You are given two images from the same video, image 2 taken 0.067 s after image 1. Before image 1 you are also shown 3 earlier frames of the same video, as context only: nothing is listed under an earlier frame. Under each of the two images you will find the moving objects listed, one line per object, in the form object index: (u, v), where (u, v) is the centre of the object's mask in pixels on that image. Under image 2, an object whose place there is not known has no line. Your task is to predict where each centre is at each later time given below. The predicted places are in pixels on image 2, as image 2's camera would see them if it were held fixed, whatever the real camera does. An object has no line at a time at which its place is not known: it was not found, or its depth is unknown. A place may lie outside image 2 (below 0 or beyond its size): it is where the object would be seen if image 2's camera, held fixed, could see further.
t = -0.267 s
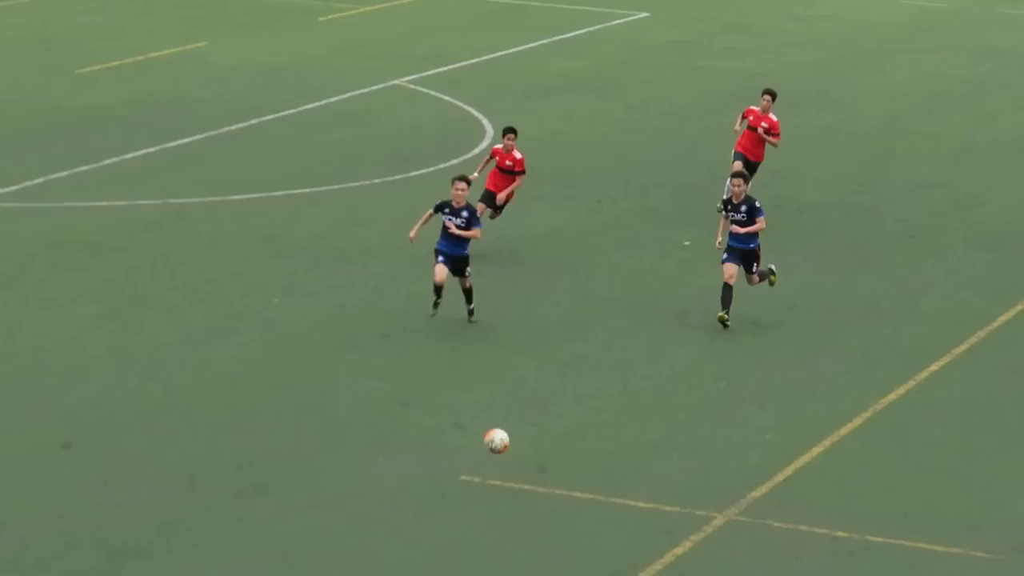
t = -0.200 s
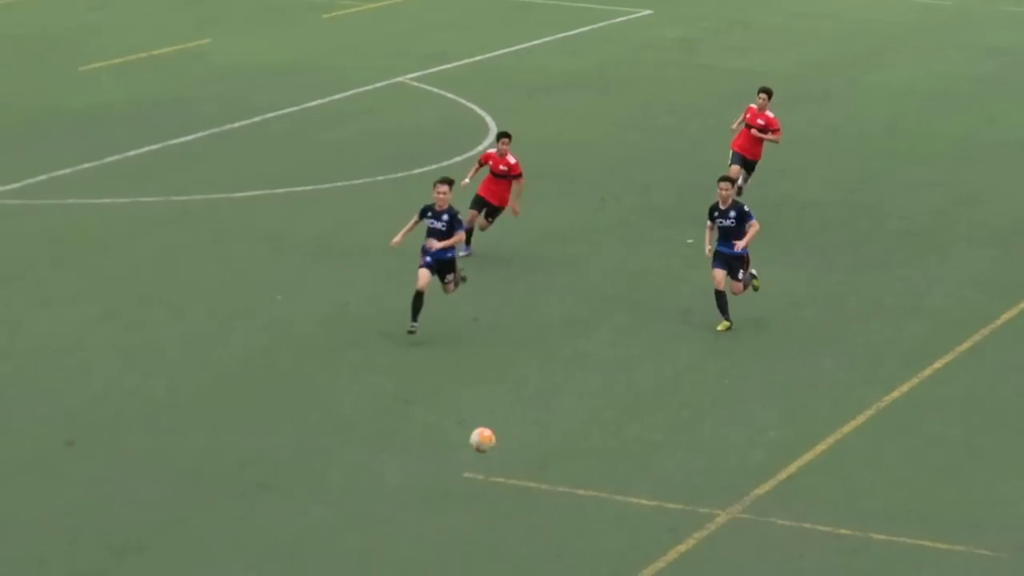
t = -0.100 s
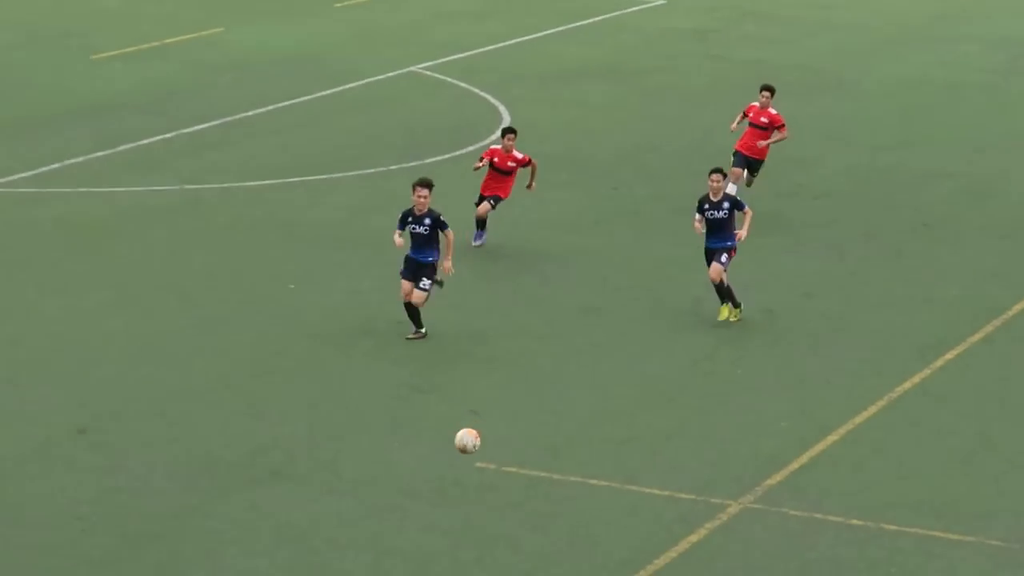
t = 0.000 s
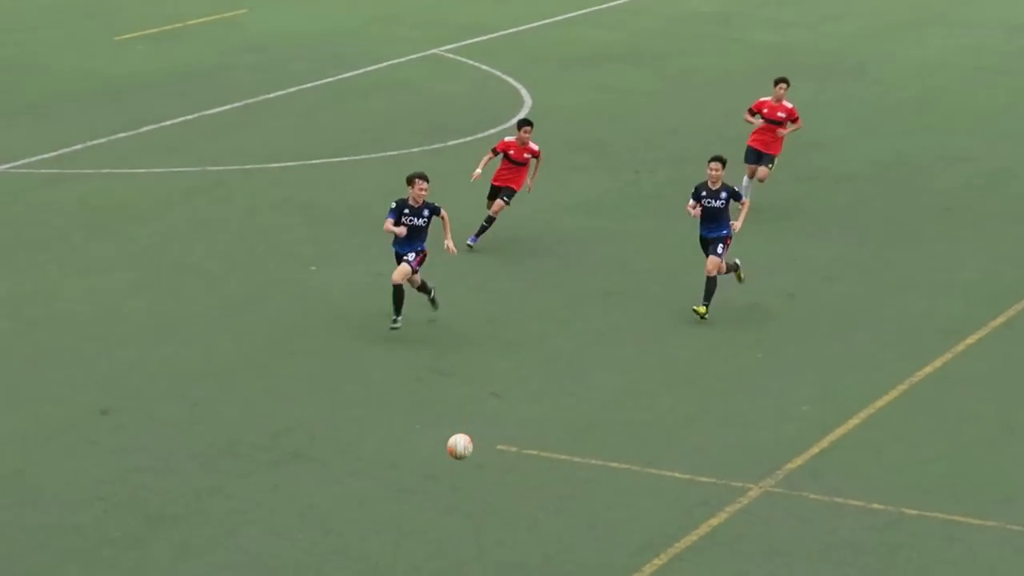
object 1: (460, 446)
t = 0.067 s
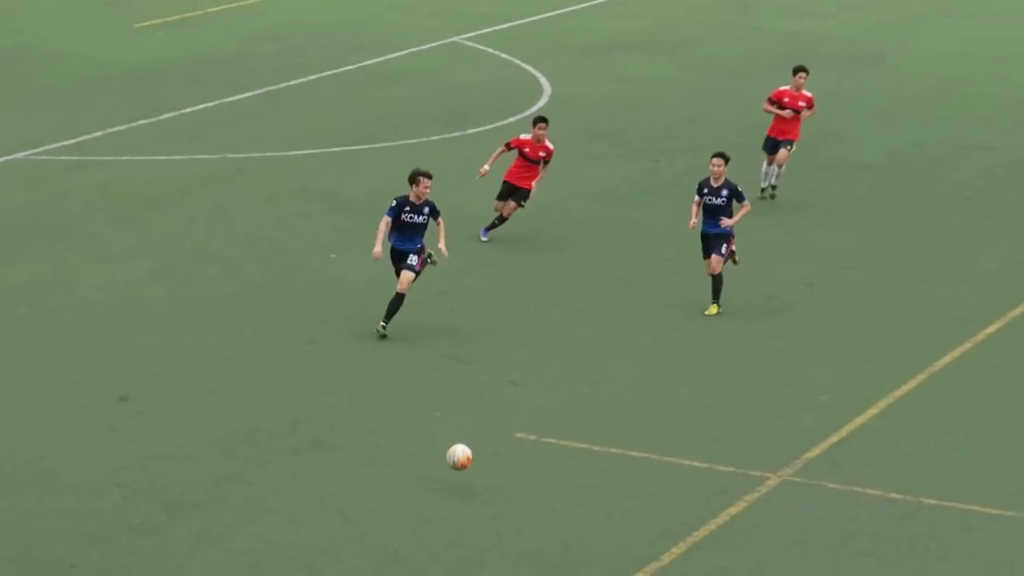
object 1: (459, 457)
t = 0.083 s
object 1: (454, 463)
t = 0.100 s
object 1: (448, 469)
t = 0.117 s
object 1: (443, 477)
